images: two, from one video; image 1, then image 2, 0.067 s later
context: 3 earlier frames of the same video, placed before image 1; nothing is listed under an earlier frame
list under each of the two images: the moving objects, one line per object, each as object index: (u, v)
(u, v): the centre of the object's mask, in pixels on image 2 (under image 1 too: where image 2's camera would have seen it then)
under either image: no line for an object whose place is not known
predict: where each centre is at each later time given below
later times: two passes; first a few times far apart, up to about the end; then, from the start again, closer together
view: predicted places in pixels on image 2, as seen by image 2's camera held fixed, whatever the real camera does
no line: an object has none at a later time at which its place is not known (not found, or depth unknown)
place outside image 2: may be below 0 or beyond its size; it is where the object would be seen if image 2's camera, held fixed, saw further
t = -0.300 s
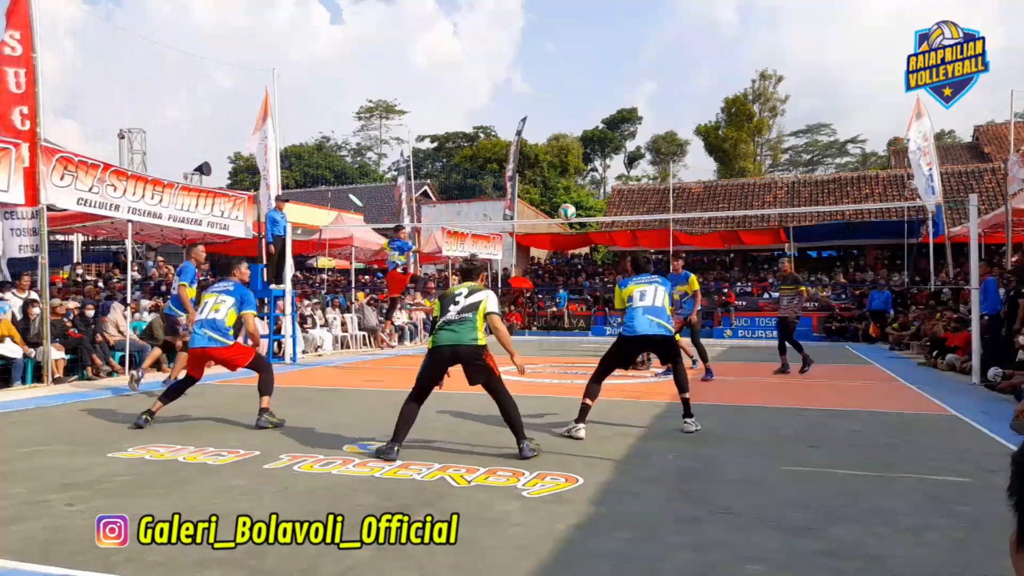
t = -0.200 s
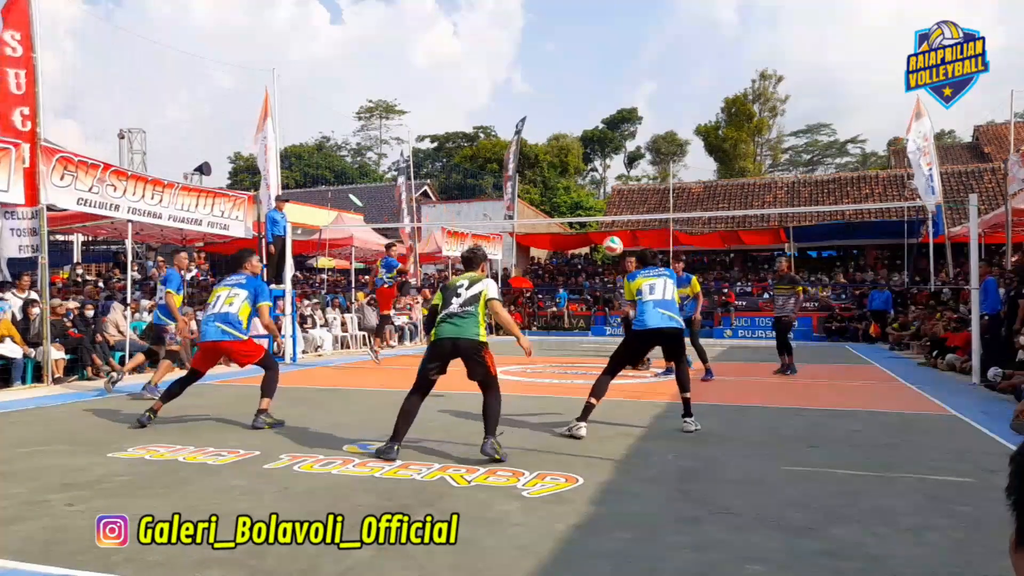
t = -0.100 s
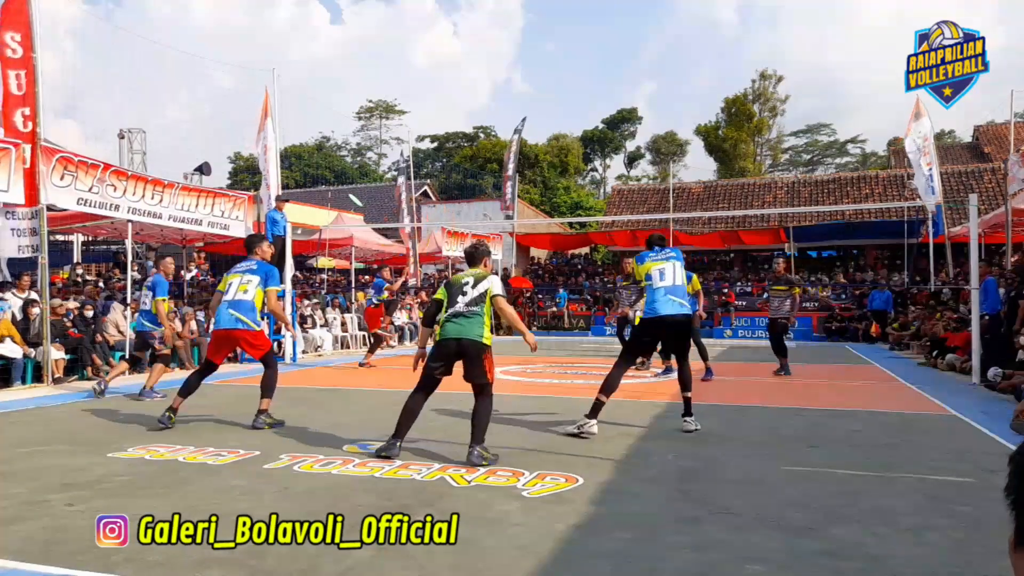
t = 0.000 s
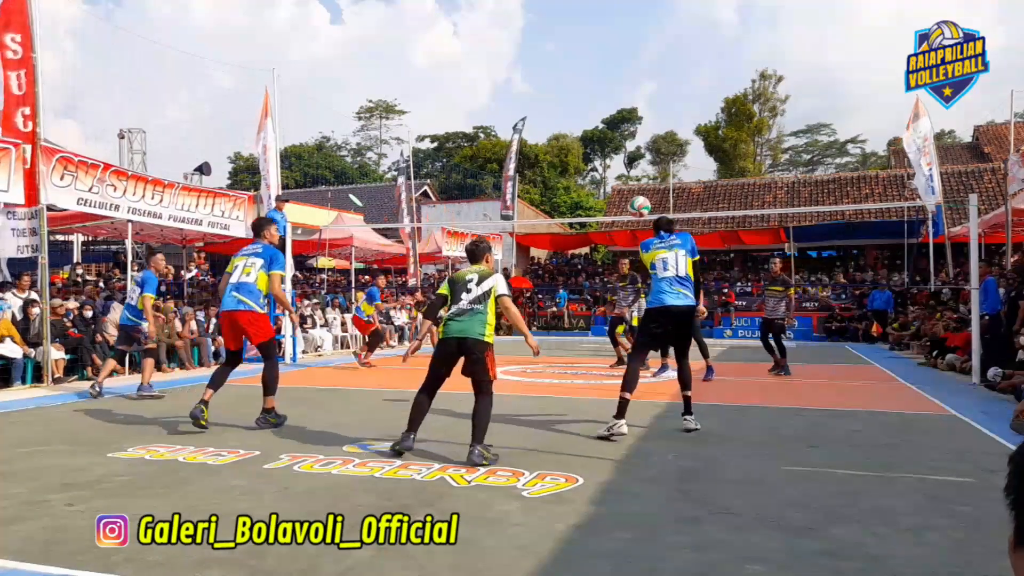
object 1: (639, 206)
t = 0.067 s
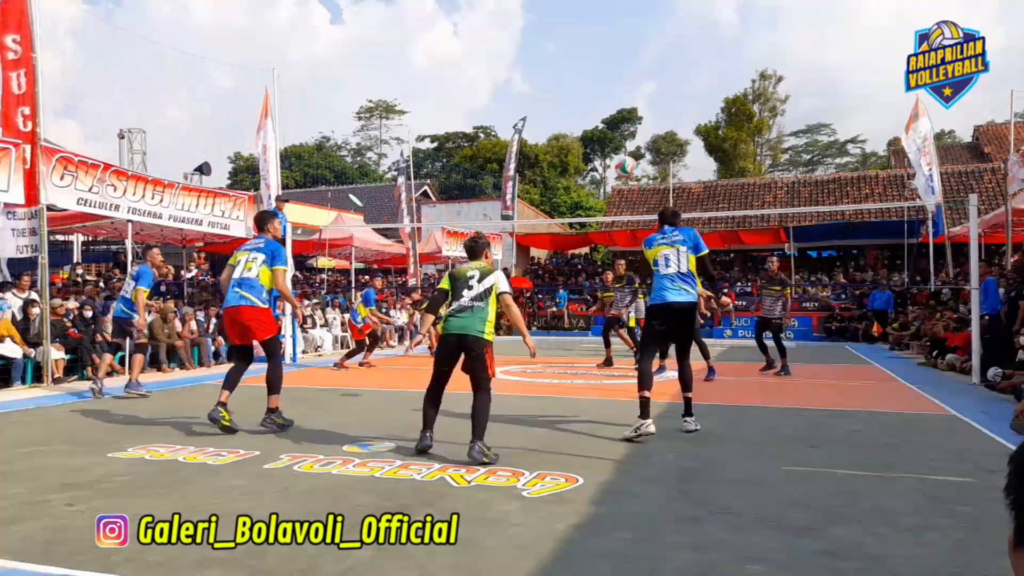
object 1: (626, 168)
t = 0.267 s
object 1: (588, 87)
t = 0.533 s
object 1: (547, 49)
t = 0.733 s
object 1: (521, 62)
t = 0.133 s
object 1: (612, 134)
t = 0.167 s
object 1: (606, 121)
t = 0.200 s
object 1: (600, 108)
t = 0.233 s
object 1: (595, 96)
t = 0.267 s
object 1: (588, 87)
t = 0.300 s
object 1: (582, 78)
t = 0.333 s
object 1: (578, 70)
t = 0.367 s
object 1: (572, 64)
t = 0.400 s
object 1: (567, 59)
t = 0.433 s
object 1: (562, 55)
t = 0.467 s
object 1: (557, 52)
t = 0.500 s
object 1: (552, 51)
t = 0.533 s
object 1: (547, 49)
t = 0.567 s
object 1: (543, 49)
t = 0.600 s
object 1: (538, 50)
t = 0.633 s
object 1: (533, 52)
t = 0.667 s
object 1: (529, 54)
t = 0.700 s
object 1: (525, 58)
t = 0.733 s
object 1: (521, 62)
